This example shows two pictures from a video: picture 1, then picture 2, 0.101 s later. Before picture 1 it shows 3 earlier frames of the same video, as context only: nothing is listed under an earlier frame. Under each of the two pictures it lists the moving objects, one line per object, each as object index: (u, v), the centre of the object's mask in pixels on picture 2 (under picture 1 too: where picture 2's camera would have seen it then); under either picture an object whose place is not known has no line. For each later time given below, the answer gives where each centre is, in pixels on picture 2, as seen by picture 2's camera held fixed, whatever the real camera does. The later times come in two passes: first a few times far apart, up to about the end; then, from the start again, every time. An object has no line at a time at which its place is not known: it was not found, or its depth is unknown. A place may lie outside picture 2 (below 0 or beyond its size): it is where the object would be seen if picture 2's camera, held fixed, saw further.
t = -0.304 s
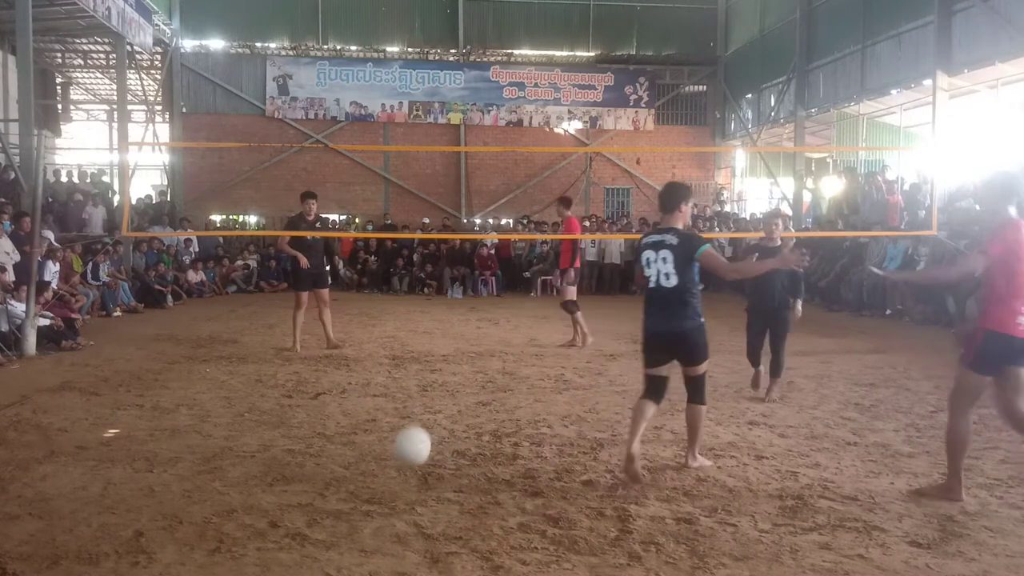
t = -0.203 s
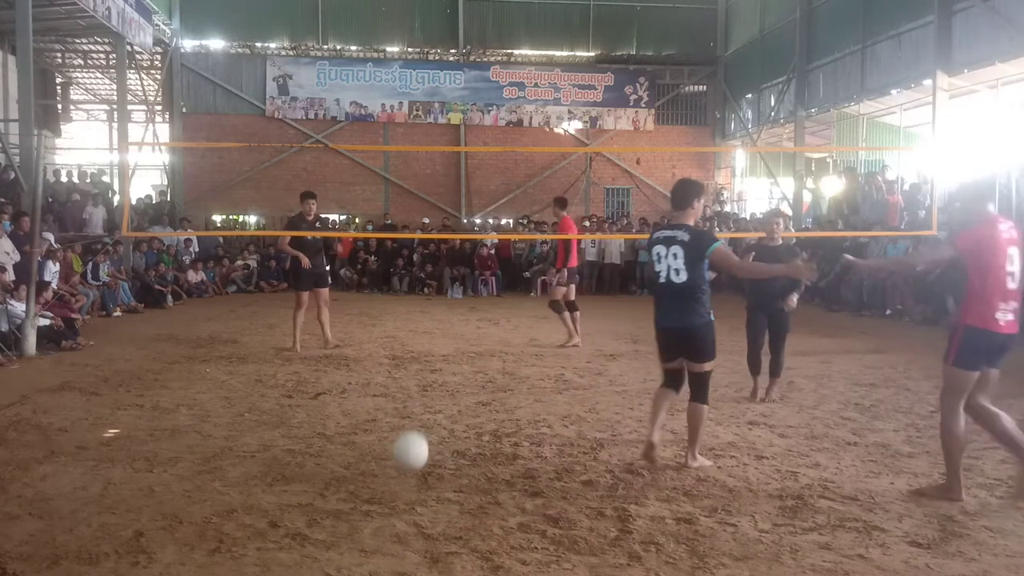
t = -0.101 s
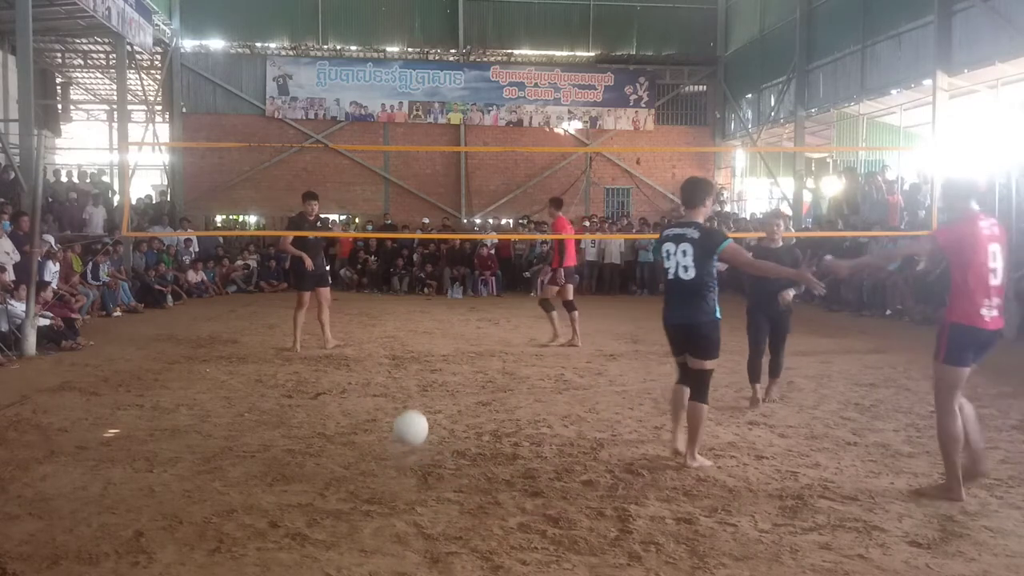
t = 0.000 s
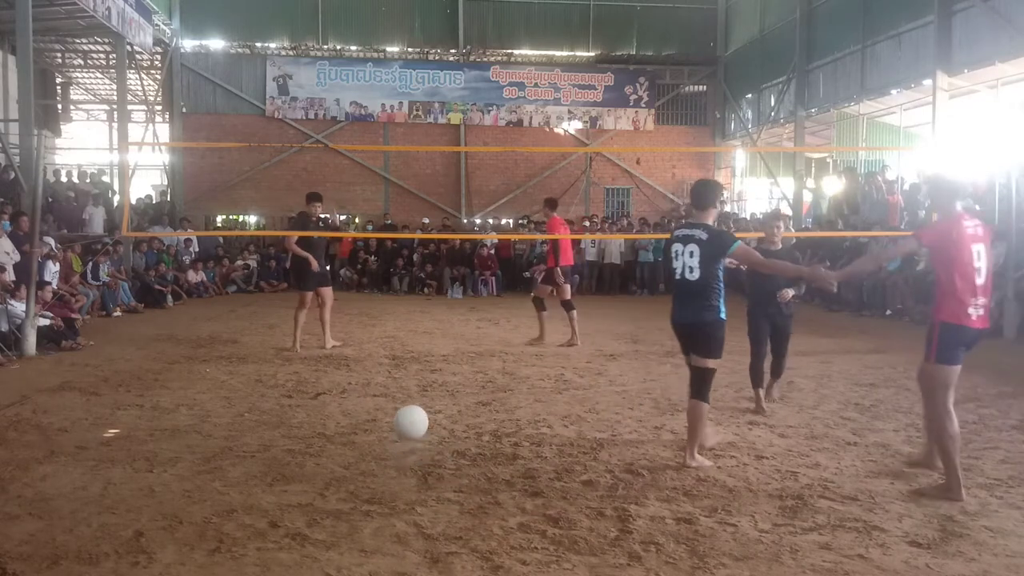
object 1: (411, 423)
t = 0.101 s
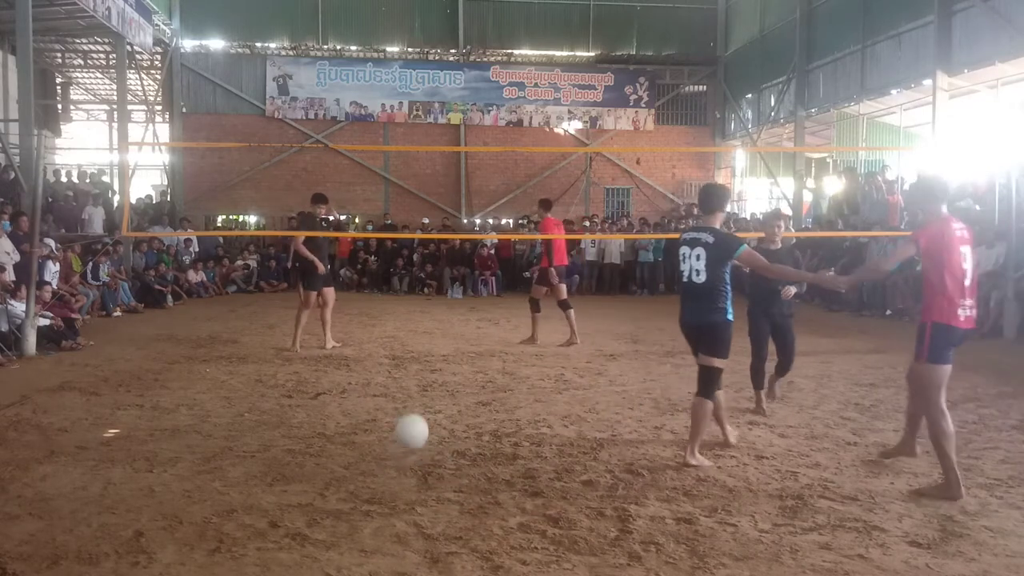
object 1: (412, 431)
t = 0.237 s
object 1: (414, 430)
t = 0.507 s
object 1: (421, 428)
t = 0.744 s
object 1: (426, 414)
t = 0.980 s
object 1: (437, 409)
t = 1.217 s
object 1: (446, 406)
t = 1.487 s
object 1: (457, 401)
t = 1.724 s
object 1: (462, 398)
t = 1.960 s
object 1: (466, 394)
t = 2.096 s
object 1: (468, 391)
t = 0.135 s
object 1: (412, 436)
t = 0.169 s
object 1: (412, 443)
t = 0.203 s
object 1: (413, 436)
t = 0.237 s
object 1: (414, 430)
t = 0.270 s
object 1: (415, 423)
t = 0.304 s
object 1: (415, 419)
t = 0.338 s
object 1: (416, 417)
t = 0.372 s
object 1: (417, 416)
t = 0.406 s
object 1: (418, 417)
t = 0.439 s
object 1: (419, 419)
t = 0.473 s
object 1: (420, 423)
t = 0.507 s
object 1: (421, 428)
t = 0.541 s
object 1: (422, 428)
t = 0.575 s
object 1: (423, 422)
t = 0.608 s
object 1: (424, 418)
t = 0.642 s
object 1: (424, 415)
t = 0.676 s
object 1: (425, 413)
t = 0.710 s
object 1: (425, 413)
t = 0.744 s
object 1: (426, 414)
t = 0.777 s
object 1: (427, 417)
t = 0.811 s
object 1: (428, 421)
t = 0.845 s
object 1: (430, 419)
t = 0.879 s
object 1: (432, 415)
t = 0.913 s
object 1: (433, 412)
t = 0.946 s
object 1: (435, 410)
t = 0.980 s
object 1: (437, 409)
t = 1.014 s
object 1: (438, 410)
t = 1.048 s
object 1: (440, 413)
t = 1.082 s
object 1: (441, 411)
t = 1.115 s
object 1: (443, 408)
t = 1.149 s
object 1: (444, 406)
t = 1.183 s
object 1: (445, 405)
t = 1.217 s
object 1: (446, 406)
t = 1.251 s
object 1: (448, 407)
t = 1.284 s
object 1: (449, 409)
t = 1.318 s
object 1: (450, 406)
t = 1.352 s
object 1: (451, 404)
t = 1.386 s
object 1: (453, 404)
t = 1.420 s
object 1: (454, 404)
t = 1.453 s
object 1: (455, 404)
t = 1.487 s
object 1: (457, 401)
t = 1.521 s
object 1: (457, 400)
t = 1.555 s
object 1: (458, 400)
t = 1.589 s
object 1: (459, 401)
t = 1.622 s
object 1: (460, 400)
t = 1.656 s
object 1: (461, 398)
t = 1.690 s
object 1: (461, 398)
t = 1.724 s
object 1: (462, 398)
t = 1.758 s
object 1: (462, 397)
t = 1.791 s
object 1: (463, 397)
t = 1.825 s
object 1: (464, 396)
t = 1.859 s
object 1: (465, 396)
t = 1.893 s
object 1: (465, 395)
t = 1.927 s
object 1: (466, 395)
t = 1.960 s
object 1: (466, 394)
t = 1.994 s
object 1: (466, 394)
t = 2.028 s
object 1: (467, 394)
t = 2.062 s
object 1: (467, 393)
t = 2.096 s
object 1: (468, 391)
